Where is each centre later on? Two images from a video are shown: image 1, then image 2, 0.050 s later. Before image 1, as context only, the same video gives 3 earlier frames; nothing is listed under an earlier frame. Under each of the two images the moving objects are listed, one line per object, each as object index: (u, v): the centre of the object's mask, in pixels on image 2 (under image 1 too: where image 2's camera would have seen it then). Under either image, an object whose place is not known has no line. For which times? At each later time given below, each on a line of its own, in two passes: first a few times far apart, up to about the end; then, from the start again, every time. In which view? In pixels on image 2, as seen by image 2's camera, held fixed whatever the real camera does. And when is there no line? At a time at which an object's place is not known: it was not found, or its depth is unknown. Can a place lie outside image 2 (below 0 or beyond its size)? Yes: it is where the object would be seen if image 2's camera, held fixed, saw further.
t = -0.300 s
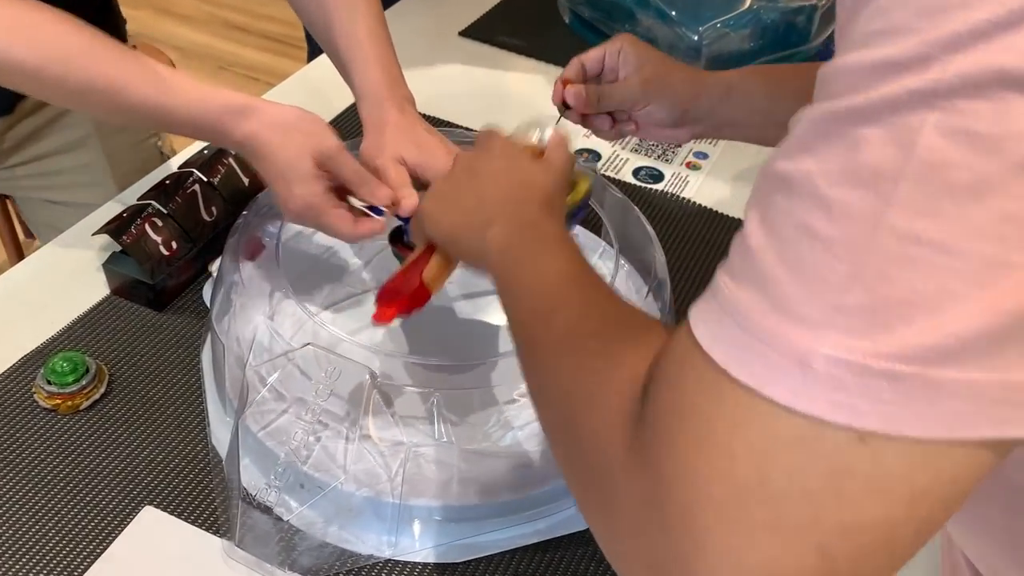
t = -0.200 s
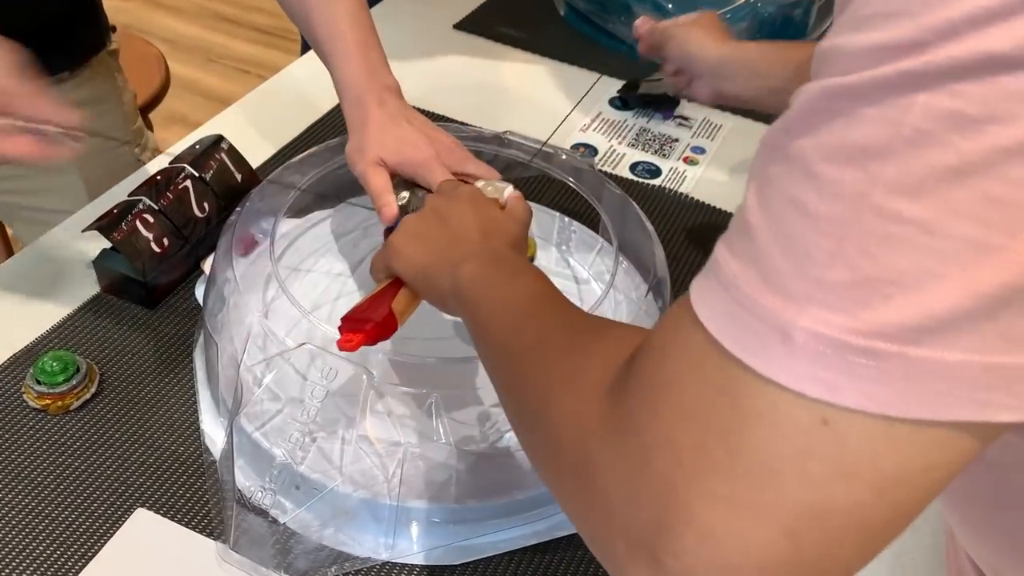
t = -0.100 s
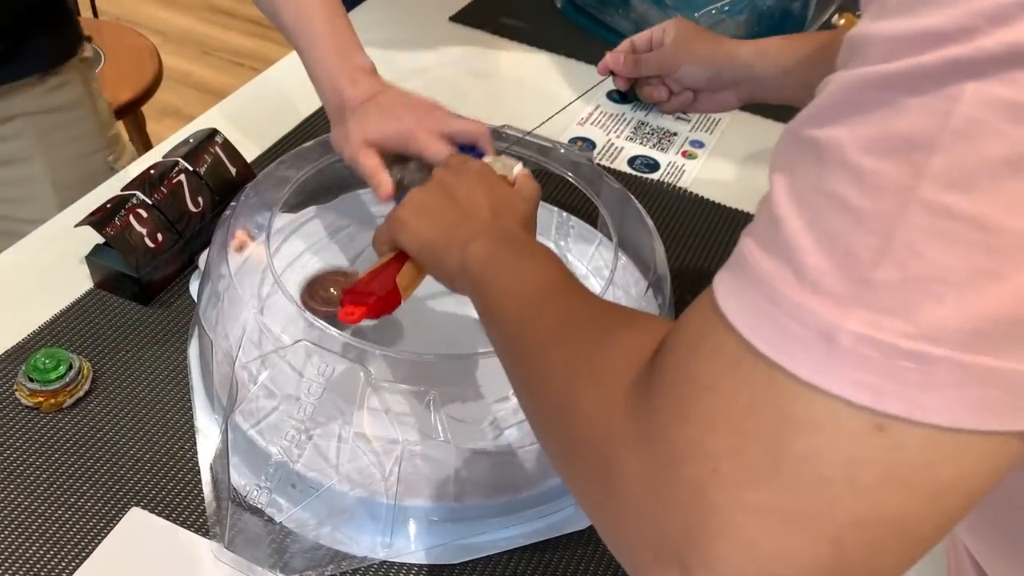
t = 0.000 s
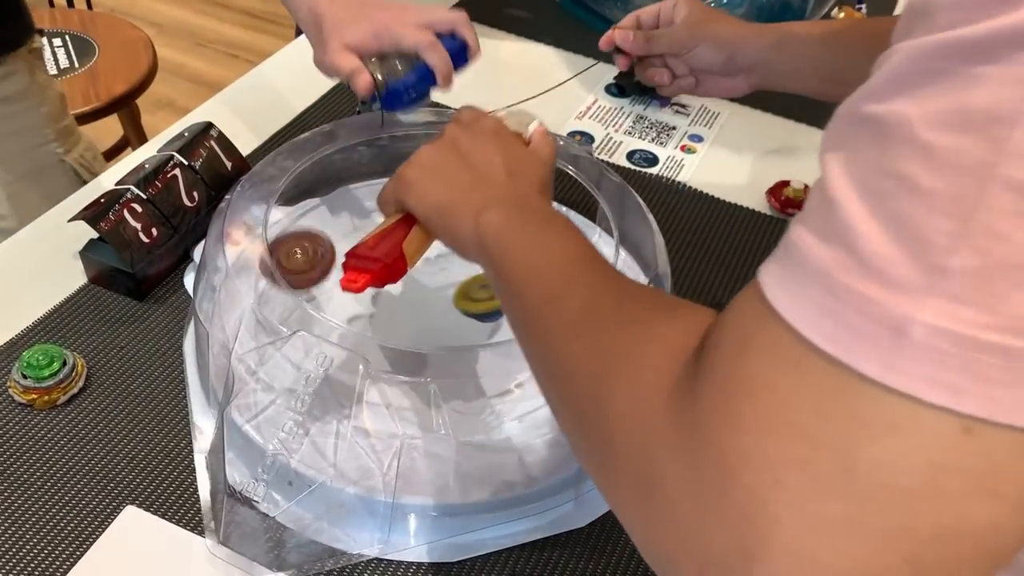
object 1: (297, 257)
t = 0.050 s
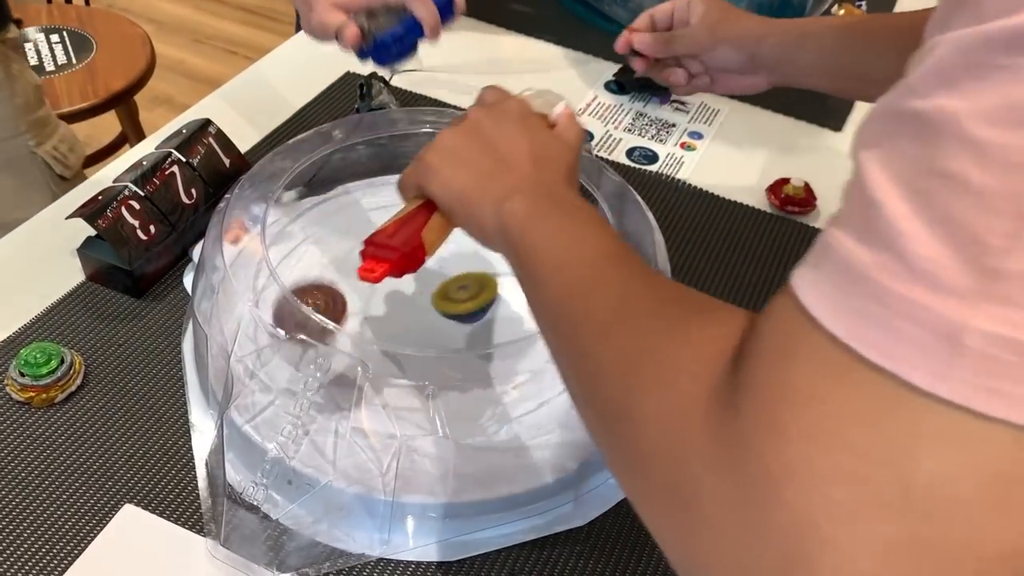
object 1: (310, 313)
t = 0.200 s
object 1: (401, 314)
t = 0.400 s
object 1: (496, 319)
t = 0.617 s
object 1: (452, 290)
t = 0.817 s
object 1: (404, 287)
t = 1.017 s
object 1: (415, 295)
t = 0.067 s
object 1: (315, 338)
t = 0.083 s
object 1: (321, 351)
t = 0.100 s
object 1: (332, 337)
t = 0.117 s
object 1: (343, 327)
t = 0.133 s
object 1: (354, 320)
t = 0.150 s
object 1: (368, 311)
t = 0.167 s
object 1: (378, 311)
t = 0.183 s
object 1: (390, 311)
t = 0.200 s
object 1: (401, 314)
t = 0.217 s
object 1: (413, 318)
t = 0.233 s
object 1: (425, 323)
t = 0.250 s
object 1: (436, 328)
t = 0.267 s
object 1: (446, 342)
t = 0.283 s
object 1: (456, 355)
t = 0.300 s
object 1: (463, 346)
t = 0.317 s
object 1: (469, 337)
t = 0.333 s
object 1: (476, 327)
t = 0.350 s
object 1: (482, 325)
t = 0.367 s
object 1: (488, 324)
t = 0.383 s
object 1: (494, 324)
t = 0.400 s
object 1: (496, 319)
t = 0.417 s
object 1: (498, 316)
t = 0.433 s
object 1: (500, 312)
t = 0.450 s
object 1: (500, 308)
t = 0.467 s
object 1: (499, 304)
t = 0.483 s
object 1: (497, 301)
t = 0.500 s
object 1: (493, 297)
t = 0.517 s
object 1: (490, 295)
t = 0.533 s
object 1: (484, 292)
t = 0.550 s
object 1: (479, 291)
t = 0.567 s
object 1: (473, 291)
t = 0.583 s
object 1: (466, 290)
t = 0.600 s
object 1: (459, 290)
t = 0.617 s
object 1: (452, 290)
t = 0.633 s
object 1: (446, 290)
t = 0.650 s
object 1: (439, 289)
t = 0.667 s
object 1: (433, 288)
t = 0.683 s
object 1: (428, 287)
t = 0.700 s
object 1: (423, 286)
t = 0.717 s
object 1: (419, 287)
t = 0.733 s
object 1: (415, 286)
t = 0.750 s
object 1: (412, 286)
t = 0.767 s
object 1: (409, 285)
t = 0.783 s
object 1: (407, 286)
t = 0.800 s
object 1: (405, 287)
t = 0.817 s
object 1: (404, 287)
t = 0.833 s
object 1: (403, 287)
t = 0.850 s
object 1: (403, 288)
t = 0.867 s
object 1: (404, 289)
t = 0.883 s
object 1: (404, 290)
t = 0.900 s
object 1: (406, 291)
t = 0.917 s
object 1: (408, 292)
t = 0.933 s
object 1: (410, 293)
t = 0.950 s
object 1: (413, 295)
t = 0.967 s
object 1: (416, 295)
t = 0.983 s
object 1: (420, 296)
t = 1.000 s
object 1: (423, 297)
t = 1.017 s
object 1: (415, 295)
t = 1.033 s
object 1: (405, 291)
